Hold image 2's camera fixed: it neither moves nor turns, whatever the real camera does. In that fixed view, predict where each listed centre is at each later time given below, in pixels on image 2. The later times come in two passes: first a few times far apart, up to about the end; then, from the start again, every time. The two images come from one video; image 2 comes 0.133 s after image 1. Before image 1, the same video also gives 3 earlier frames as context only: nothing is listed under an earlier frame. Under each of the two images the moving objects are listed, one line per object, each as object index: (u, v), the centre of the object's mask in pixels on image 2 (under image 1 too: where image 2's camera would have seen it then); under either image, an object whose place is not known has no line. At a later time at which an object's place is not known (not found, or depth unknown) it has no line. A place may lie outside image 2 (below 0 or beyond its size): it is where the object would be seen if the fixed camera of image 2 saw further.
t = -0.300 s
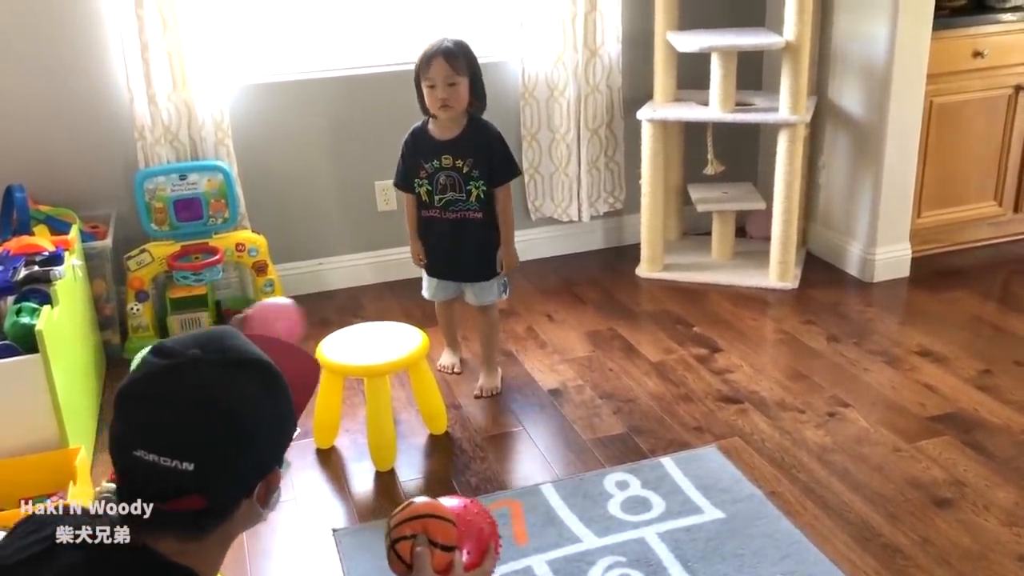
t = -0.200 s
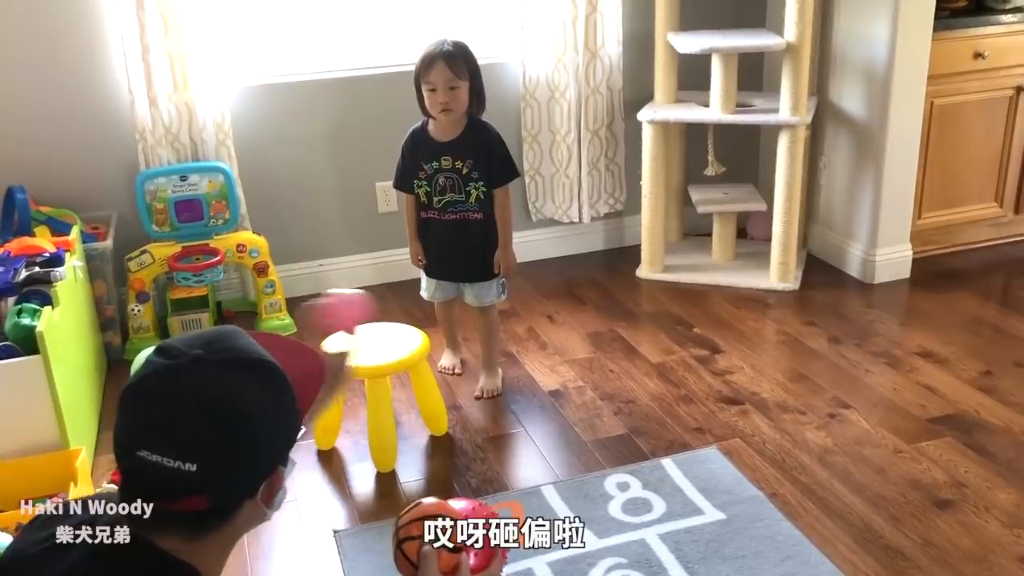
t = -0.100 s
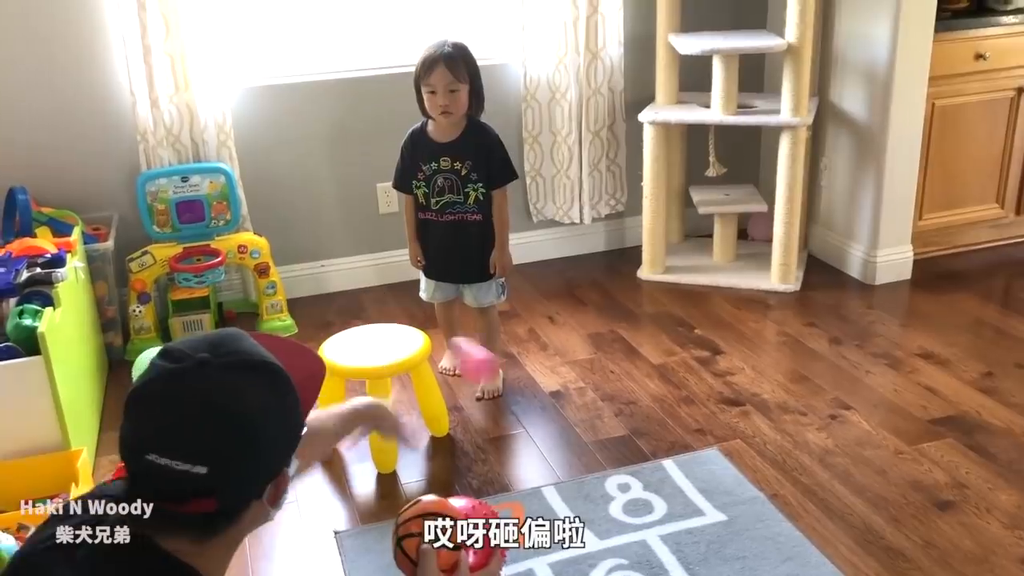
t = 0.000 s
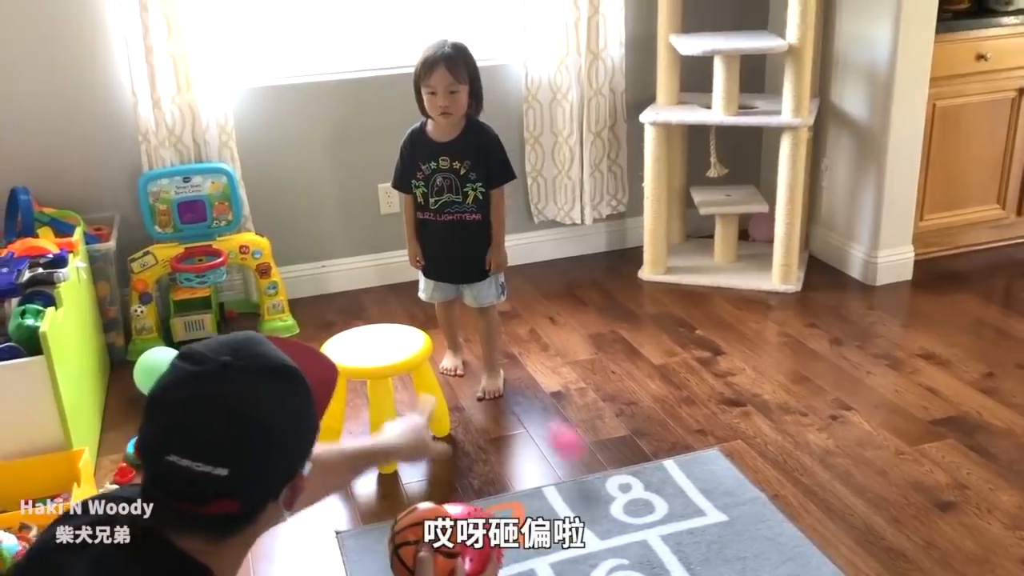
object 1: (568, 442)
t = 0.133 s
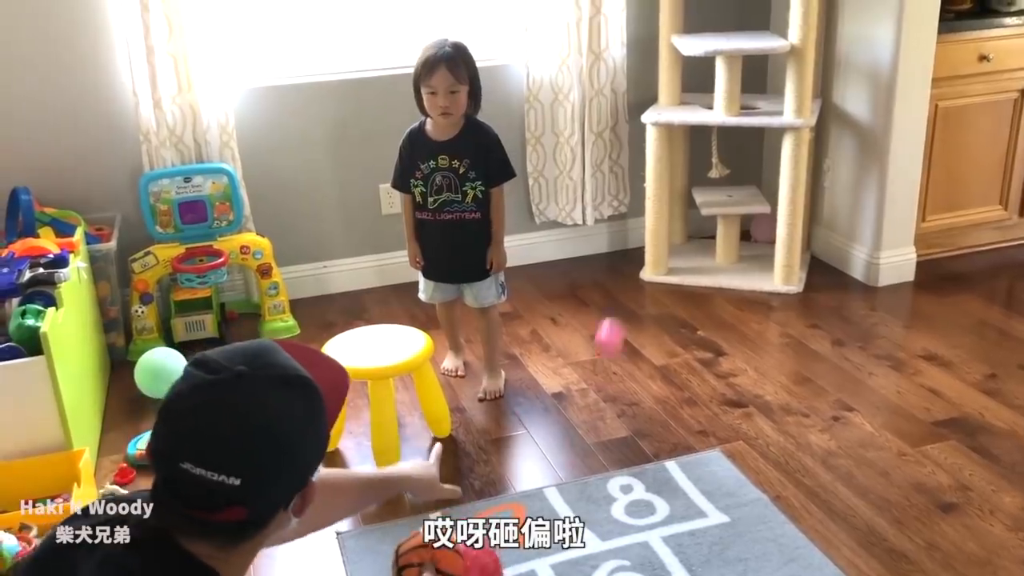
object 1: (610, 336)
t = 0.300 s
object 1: (643, 259)
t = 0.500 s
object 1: (674, 285)
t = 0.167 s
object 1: (617, 313)
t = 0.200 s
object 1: (624, 293)
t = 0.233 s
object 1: (630, 278)
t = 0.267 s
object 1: (636, 267)
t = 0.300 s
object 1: (643, 259)
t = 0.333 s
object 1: (648, 256)
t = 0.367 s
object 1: (655, 254)
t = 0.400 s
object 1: (660, 257)
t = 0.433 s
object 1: (665, 264)
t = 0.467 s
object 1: (669, 273)
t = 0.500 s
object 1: (674, 285)
